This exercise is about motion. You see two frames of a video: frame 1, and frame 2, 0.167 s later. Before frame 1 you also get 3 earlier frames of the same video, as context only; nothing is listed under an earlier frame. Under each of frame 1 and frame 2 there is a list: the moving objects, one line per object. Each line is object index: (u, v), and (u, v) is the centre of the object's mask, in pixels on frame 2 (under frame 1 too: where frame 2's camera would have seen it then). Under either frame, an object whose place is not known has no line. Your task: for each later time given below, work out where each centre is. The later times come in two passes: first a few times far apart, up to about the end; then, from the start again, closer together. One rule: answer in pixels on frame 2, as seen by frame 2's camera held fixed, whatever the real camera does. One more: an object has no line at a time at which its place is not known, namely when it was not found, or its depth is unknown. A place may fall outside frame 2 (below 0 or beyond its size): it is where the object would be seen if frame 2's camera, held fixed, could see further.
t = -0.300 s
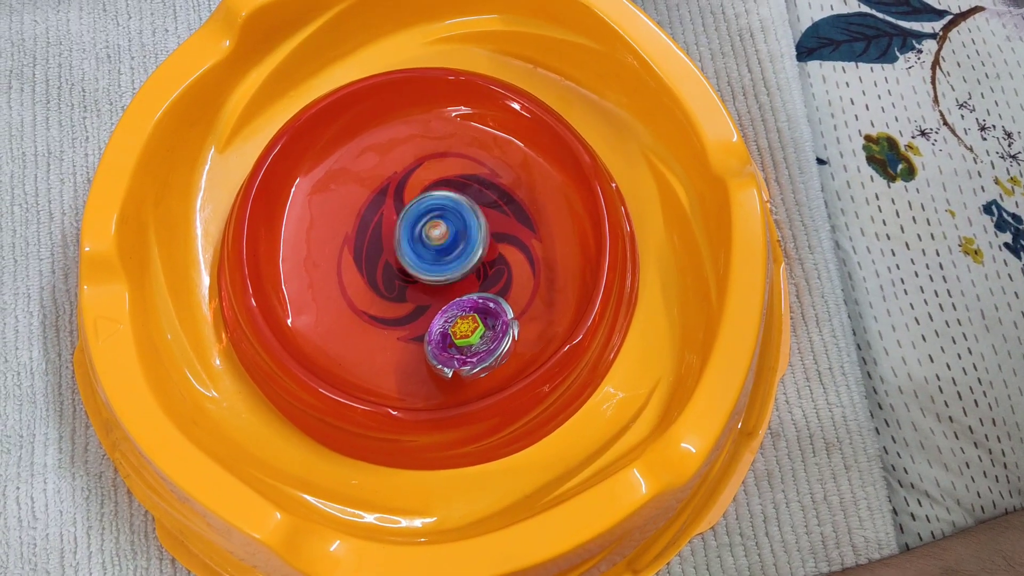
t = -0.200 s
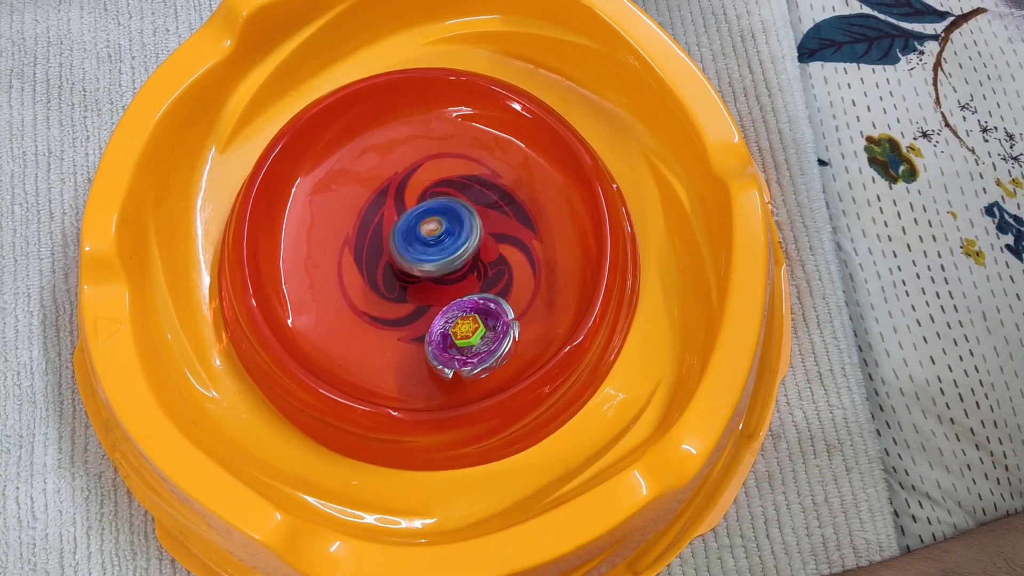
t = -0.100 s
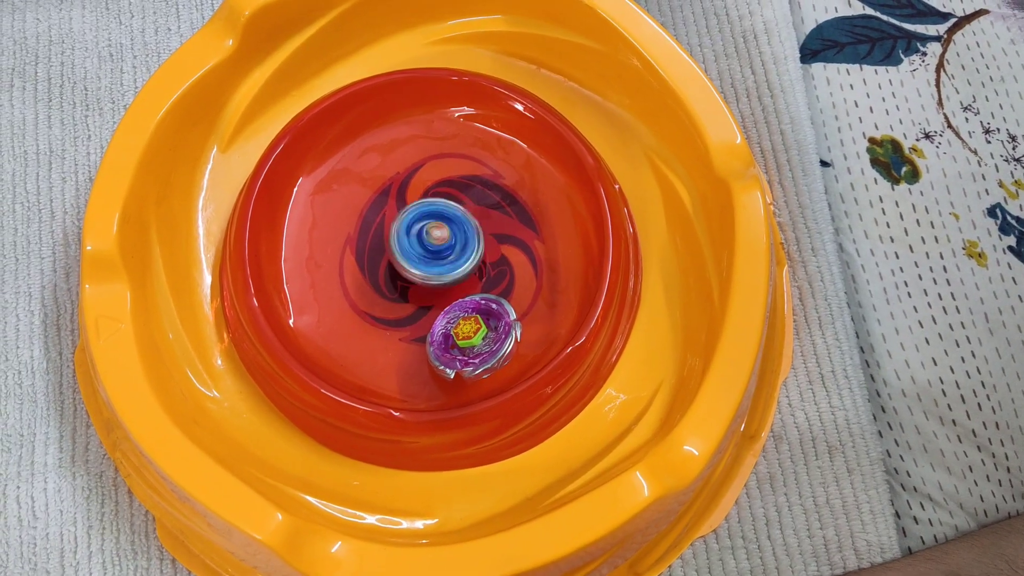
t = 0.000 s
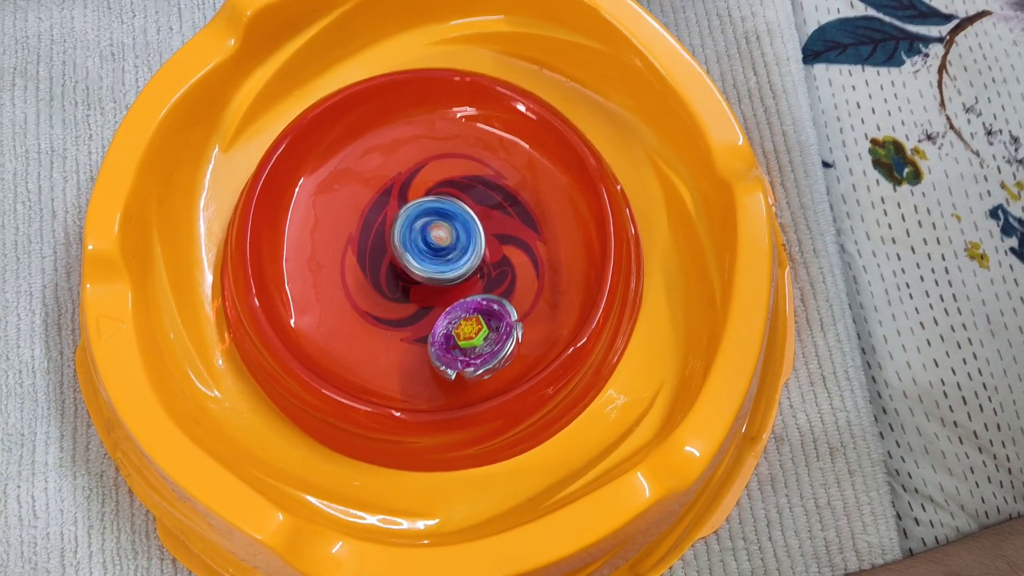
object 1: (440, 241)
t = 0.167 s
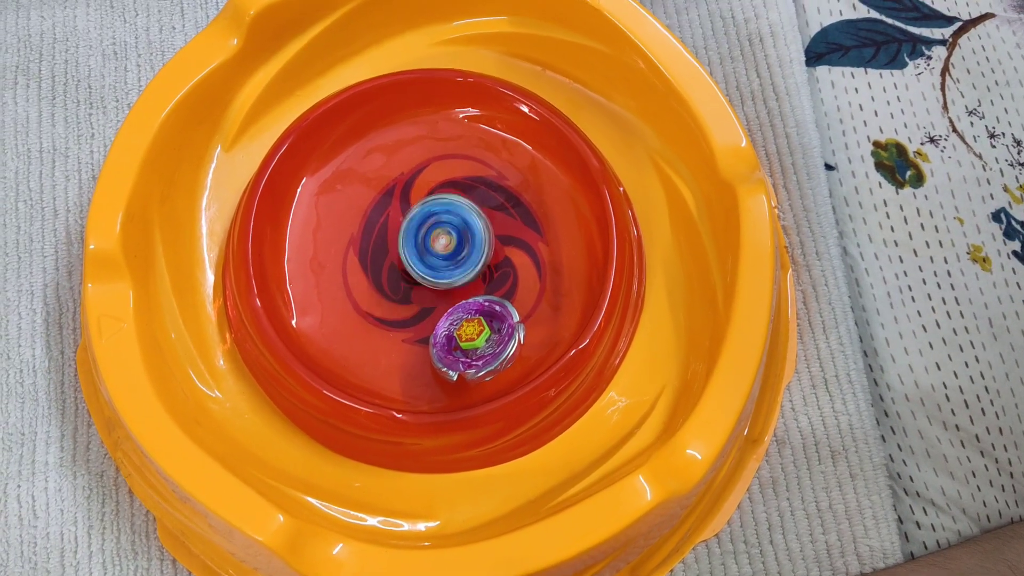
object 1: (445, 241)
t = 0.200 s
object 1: (445, 241)
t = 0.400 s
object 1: (439, 249)
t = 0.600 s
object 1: (444, 246)
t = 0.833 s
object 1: (452, 247)
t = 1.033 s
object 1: (443, 242)
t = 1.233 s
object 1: (439, 243)
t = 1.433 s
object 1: (438, 252)
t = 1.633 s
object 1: (437, 254)
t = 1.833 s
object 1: (439, 249)
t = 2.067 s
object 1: (449, 233)
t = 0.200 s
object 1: (445, 241)
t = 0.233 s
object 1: (444, 242)
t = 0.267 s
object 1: (442, 244)
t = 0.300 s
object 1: (440, 245)
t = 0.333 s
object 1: (439, 246)
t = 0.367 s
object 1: (440, 248)
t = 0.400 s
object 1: (439, 249)
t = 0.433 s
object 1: (439, 250)
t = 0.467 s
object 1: (439, 249)
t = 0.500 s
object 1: (440, 248)
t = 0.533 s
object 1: (442, 248)
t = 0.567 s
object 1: (442, 247)
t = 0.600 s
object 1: (444, 246)
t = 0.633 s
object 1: (445, 246)
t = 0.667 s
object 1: (445, 246)
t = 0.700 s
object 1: (446, 246)
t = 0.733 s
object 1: (447, 246)
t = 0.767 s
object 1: (449, 245)
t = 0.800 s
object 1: (451, 246)
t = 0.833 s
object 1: (452, 247)
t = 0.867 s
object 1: (452, 247)
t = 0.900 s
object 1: (450, 246)
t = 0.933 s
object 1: (448, 245)
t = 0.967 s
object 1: (445, 244)
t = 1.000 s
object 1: (443, 243)
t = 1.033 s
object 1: (443, 242)
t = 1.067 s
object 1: (441, 242)
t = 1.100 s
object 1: (440, 241)
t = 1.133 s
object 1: (440, 241)
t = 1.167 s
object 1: (439, 241)
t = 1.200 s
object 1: (439, 242)
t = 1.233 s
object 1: (439, 243)
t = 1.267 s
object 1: (439, 244)
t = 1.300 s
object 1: (439, 246)
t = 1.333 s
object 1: (439, 248)
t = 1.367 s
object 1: (439, 250)
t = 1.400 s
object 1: (439, 251)
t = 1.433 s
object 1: (438, 252)
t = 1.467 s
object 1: (437, 253)
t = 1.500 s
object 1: (437, 254)
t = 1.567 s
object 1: (437, 254)
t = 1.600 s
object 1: (436, 254)
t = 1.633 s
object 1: (437, 254)
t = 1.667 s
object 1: (436, 254)
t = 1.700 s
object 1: (437, 253)
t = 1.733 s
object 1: (436, 252)
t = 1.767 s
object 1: (436, 251)
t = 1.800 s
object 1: (438, 250)
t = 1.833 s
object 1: (439, 249)
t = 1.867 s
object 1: (440, 247)
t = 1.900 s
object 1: (443, 245)
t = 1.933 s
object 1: (445, 243)
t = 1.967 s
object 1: (447, 240)
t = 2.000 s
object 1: (448, 238)
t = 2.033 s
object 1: (449, 236)
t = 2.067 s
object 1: (449, 233)
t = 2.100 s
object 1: (449, 232)
